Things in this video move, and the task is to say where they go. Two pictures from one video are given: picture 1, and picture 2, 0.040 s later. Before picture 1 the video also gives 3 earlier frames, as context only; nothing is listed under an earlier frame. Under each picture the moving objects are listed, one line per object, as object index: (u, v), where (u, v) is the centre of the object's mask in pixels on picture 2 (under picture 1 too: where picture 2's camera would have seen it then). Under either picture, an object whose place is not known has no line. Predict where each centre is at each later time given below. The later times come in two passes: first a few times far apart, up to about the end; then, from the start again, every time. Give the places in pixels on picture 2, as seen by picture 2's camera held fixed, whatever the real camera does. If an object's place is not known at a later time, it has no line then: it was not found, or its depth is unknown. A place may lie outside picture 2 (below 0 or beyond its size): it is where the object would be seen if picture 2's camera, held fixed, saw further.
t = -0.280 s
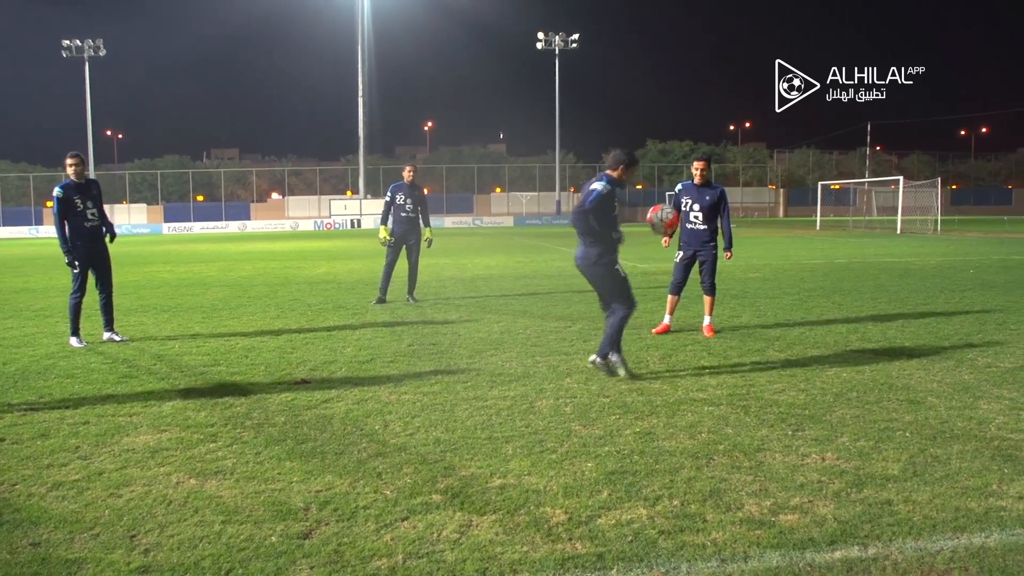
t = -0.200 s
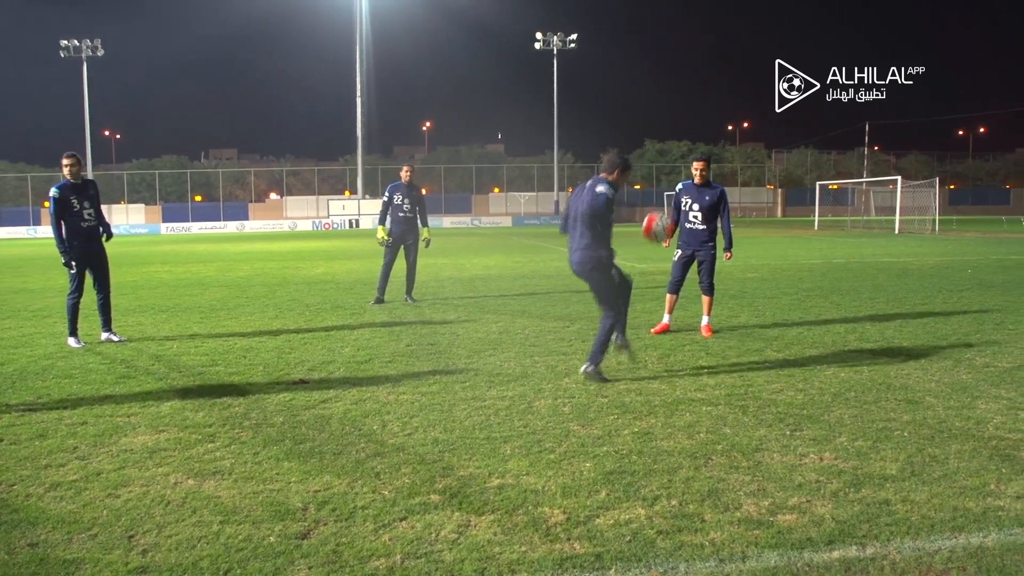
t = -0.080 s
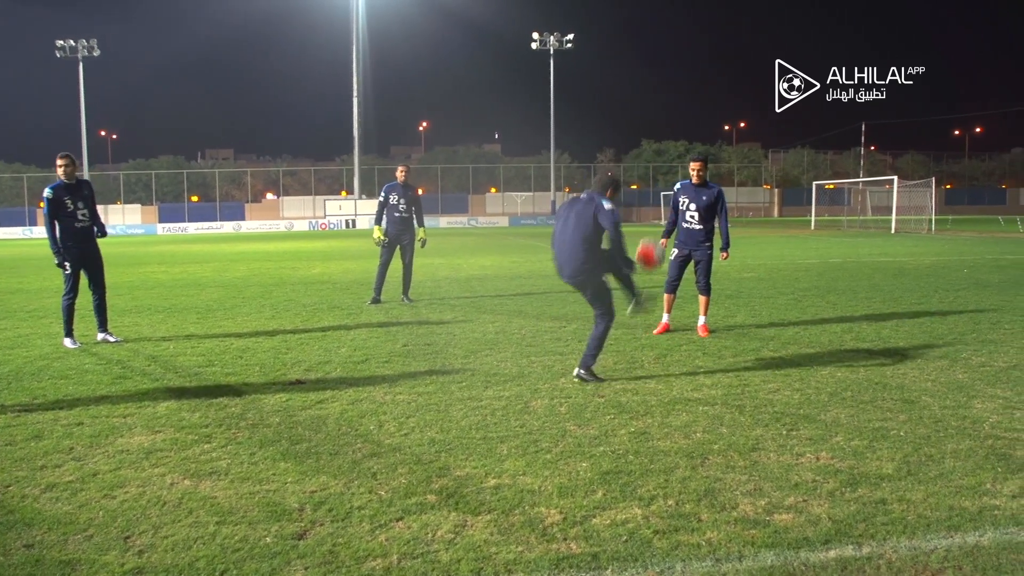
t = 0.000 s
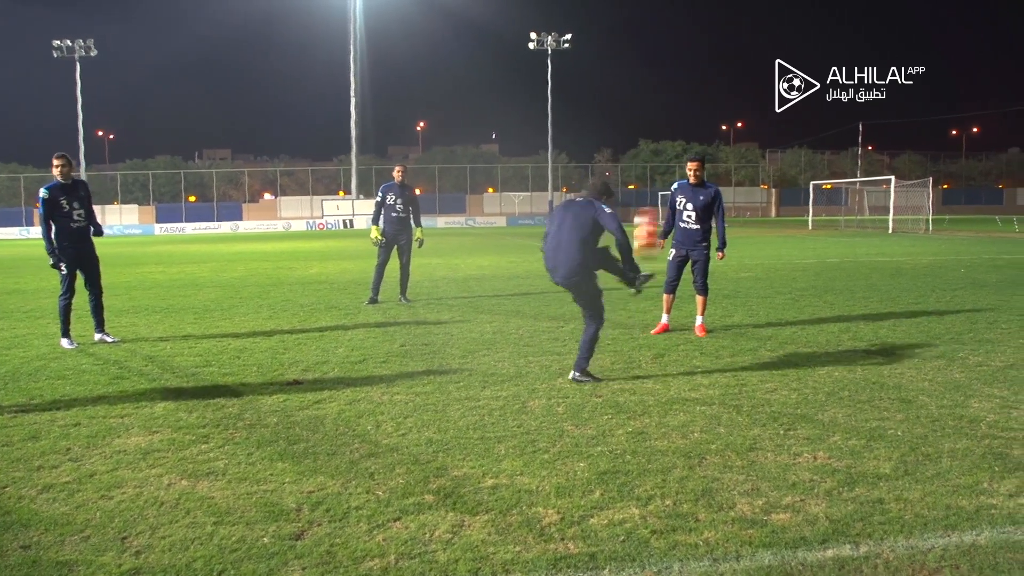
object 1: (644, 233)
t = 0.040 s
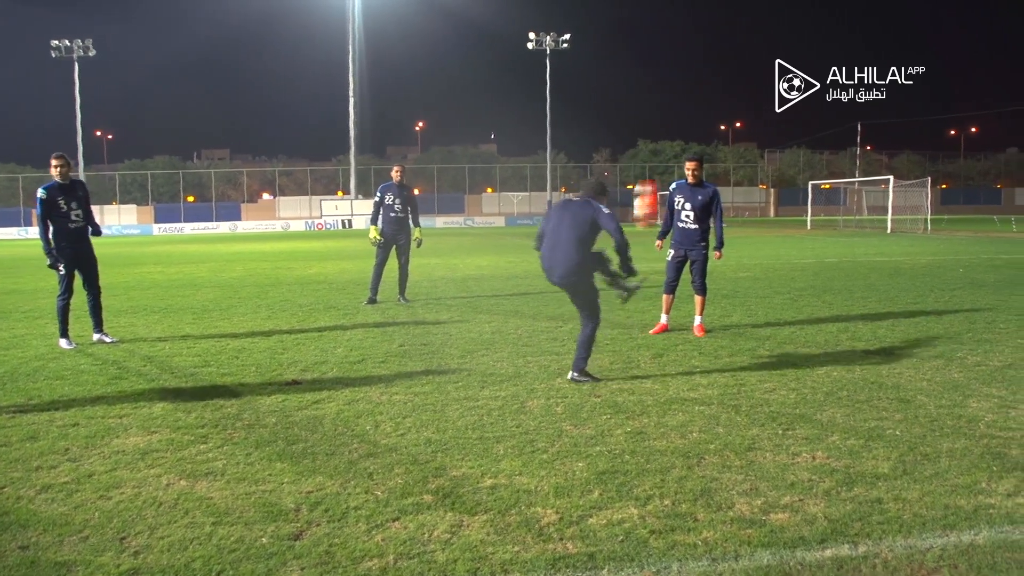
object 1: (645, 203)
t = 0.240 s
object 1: (653, 92)
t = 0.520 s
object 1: (661, 23)
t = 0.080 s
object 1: (647, 176)
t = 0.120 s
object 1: (649, 152)
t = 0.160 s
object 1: (651, 130)
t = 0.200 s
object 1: (653, 111)
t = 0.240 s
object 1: (653, 92)
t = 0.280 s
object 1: (654, 76)
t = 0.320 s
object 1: (655, 62)
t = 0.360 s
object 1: (656, 50)
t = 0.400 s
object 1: (657, 40)
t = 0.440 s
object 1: (659, 32)
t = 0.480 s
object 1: (660, 27)
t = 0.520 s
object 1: (661, 23)
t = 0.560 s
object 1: (661, 21)
